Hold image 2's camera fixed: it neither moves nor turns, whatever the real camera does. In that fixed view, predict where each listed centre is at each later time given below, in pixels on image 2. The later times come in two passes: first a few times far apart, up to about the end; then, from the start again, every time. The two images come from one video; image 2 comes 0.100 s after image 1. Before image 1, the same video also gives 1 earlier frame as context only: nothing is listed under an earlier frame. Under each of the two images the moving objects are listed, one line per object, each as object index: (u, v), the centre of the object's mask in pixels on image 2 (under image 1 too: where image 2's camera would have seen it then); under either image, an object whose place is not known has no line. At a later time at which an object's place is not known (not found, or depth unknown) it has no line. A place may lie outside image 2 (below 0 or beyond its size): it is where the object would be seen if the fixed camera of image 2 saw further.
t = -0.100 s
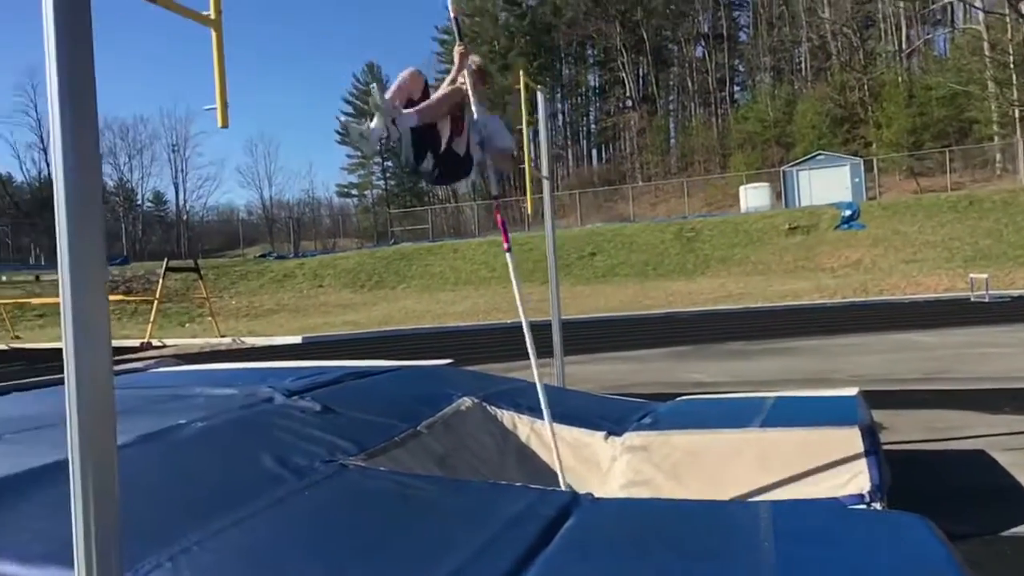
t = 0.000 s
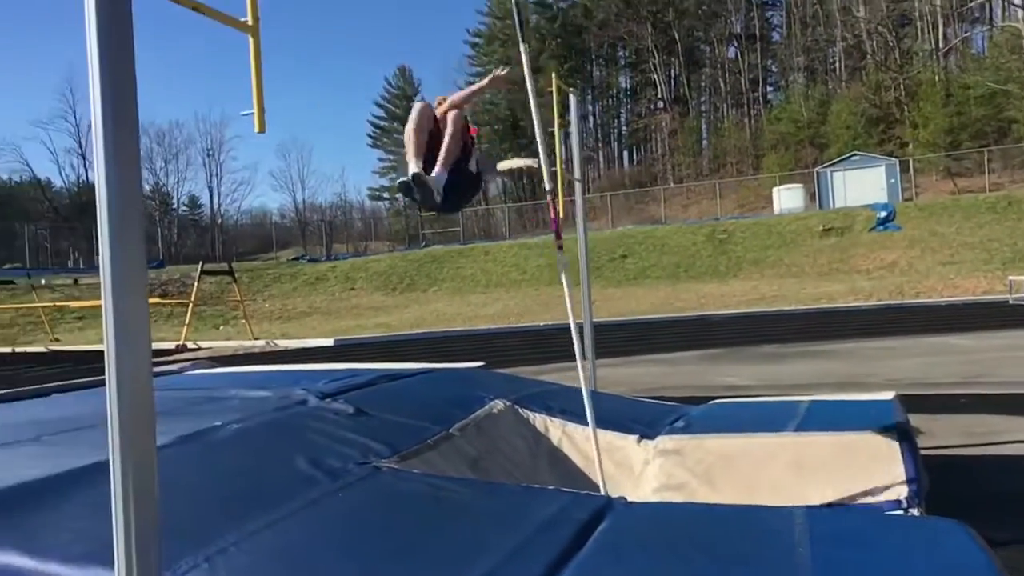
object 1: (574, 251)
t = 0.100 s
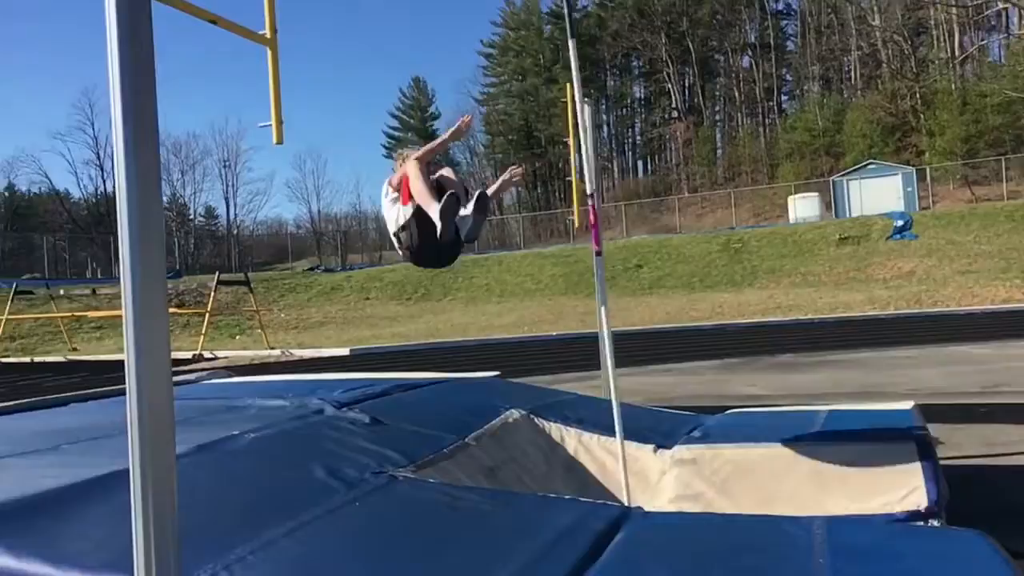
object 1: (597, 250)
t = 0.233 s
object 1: (627, 248)
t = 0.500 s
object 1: (702, 249)
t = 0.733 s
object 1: (834, 244)
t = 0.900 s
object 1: (879, 430)
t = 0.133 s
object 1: (603, 247)
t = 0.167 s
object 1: (612, 247)
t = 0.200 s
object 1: (619, 242)
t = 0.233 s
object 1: (627, 248)
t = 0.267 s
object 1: (635, 247)
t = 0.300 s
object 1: (644, 248)
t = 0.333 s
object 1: (652, 247)
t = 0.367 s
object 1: (661, 245)
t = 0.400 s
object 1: (670, 246)
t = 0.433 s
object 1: (680, 248)
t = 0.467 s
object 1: (691, 246)
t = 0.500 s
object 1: (702, 249)
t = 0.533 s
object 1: (715, 245)
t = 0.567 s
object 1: (729, 243)
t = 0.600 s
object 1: (745, 242)
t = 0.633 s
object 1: (762, 245)
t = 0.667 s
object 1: (784, 242)
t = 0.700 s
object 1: (805, 246)
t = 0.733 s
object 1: (834, 244)
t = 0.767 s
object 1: (848, 278)
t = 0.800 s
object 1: (850, 327)
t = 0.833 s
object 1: (857, 364)
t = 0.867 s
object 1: (870, 395)
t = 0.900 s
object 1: (879, 430)
